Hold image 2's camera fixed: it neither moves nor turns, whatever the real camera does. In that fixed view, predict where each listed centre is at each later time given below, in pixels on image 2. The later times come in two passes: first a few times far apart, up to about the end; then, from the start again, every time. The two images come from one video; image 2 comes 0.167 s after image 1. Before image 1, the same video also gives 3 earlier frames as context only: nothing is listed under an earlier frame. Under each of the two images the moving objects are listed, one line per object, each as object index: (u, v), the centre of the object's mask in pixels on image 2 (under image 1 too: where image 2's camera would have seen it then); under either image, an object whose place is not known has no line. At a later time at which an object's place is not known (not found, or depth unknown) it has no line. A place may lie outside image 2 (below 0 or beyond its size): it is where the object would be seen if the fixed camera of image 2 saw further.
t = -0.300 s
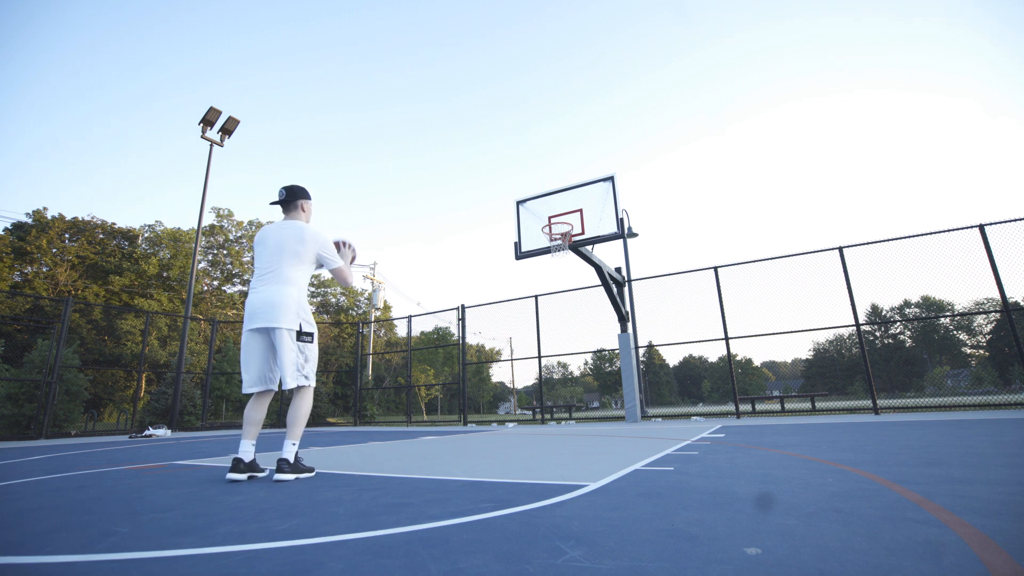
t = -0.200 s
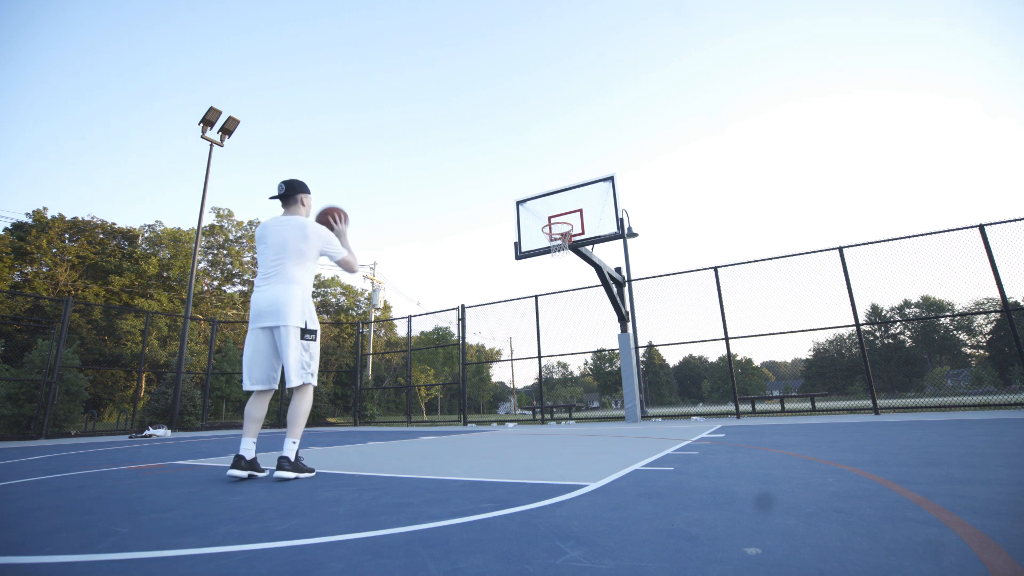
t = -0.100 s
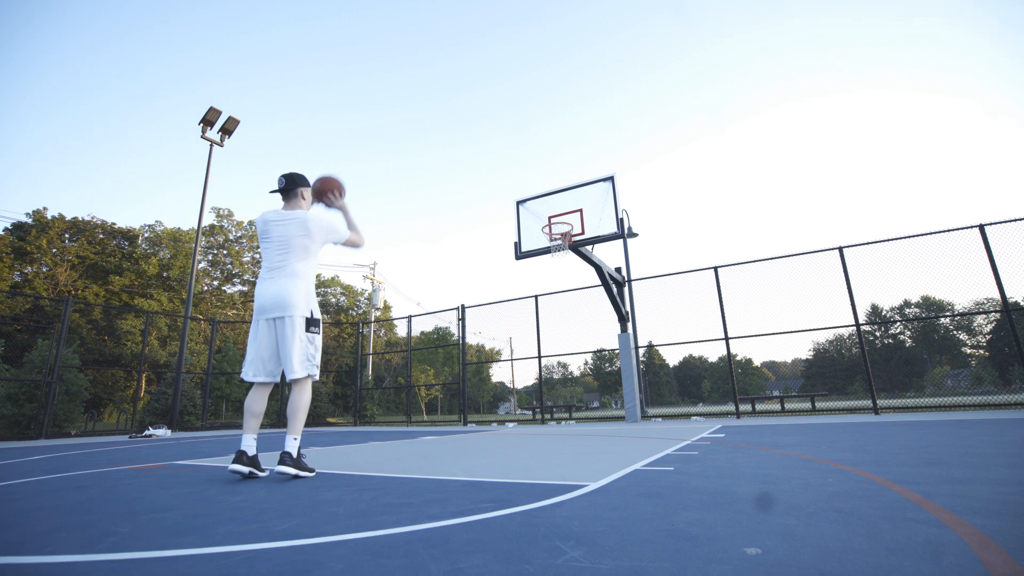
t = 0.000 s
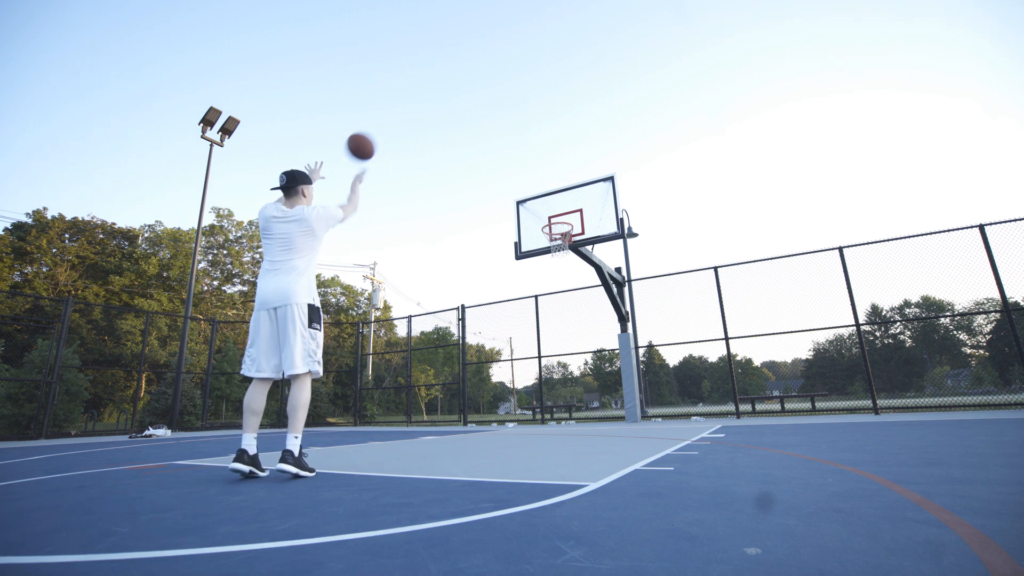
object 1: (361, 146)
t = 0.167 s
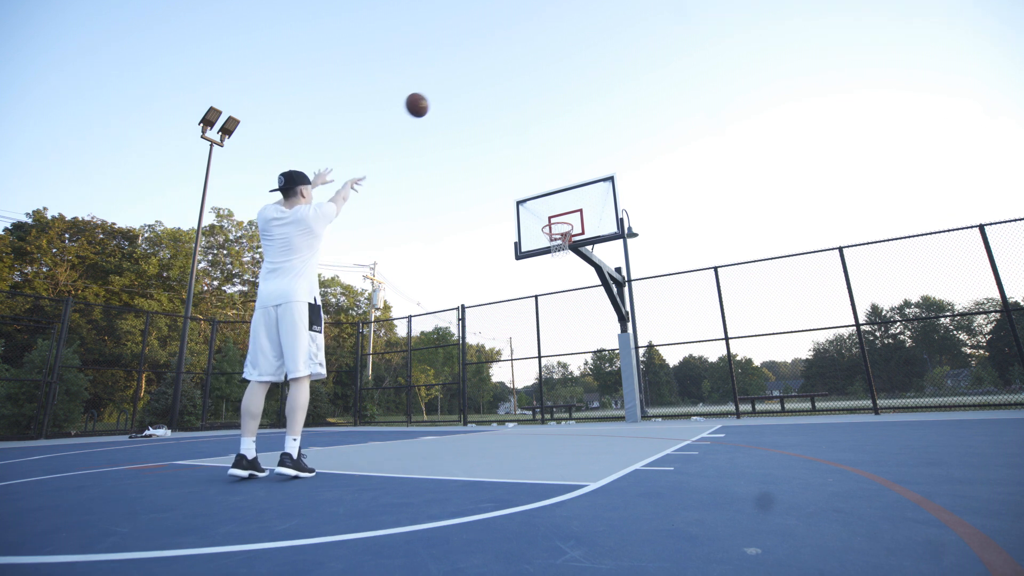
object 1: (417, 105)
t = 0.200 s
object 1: (426, 101)
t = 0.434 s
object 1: (477, 101)
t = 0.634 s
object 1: (510, 128)
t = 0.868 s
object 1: (541, 182)
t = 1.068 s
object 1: (565, 243)
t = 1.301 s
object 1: (569, 278)
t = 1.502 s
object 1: (575, 334)
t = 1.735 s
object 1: (582, 418)
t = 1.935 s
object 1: (570, 361)
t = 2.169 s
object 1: (558, 325)
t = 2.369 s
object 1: (550, 321)
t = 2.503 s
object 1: (545, 333)
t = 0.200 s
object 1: (426, 101)
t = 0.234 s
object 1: (435, 98)
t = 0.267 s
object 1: (443, 96)
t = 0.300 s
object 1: (450, 96)
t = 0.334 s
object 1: (457, 96)
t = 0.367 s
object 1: (464, 96)
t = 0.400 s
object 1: (471, 98)
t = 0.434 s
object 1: (477, 101)
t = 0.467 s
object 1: (483, 104)
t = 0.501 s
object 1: (489, 107)
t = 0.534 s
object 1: (494, 112)
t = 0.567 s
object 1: (500, 116)
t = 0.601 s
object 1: (505, 122)
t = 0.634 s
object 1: (510, 128)
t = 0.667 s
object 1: (514, 134)
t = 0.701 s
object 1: (519, 141)
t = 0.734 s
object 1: (524, 148)
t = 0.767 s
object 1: (528, 156)
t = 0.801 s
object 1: (533, 164)
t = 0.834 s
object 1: (537, 173)
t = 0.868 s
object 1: (541, 182)
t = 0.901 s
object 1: (546, 192)
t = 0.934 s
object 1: (550, 202)
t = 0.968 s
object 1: (554, 212)
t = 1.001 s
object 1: (558, 223)
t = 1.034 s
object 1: (562, 235)
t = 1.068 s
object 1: (565, 243)
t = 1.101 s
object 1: (566, 246)
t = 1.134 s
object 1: (567, 250)
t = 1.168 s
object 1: (567, 254)
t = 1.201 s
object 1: (568, 259)
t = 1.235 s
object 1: (568, 265)
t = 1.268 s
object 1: (569, 271)
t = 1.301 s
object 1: (569, 278)
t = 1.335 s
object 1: (570, 285)
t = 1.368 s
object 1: (571, 294)
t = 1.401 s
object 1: (572, 303)
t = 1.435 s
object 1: (572, 312)
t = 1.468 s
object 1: (573, 323)
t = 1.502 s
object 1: (575, 334)
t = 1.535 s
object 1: (576, 346)
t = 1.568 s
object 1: (577, 358)
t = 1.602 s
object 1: (578, 372)
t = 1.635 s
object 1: (580, 386)
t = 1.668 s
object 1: (581, 401)
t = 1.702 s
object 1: (583, 416)
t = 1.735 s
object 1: (582, 418)
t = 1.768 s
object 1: (580, 407)
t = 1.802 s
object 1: (578, 397)
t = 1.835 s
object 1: (576, 387)
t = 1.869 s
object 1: (574, 378)
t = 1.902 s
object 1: (572, 370)
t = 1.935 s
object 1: (570, 361)
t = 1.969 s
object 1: (568, 354)
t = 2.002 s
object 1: (567, 348)
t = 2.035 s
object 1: (565, 342)
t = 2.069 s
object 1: (563, 337)
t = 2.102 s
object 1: (561, 332)
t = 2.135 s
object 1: (560, 328)
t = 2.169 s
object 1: (558, 325)
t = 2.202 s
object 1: (557, 323)
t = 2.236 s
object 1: (555, 321)
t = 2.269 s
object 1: (554, 320)
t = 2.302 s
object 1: (552, 320)
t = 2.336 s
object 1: (551, 320)
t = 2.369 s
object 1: (550, 321)
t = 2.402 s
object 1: (548, 323)
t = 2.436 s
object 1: (547, 326)
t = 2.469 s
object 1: (546, 329)
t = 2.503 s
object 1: (545, 333)
